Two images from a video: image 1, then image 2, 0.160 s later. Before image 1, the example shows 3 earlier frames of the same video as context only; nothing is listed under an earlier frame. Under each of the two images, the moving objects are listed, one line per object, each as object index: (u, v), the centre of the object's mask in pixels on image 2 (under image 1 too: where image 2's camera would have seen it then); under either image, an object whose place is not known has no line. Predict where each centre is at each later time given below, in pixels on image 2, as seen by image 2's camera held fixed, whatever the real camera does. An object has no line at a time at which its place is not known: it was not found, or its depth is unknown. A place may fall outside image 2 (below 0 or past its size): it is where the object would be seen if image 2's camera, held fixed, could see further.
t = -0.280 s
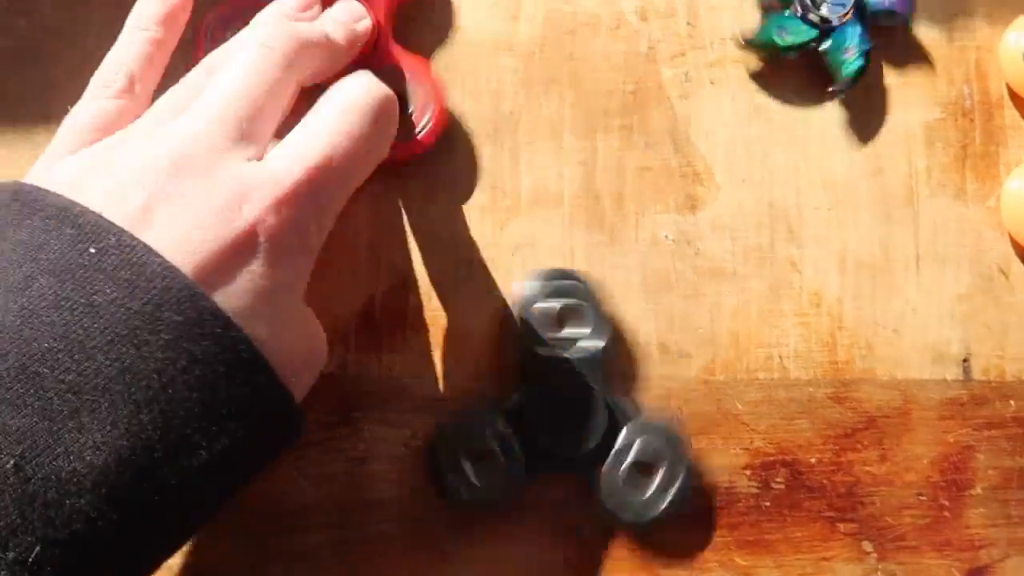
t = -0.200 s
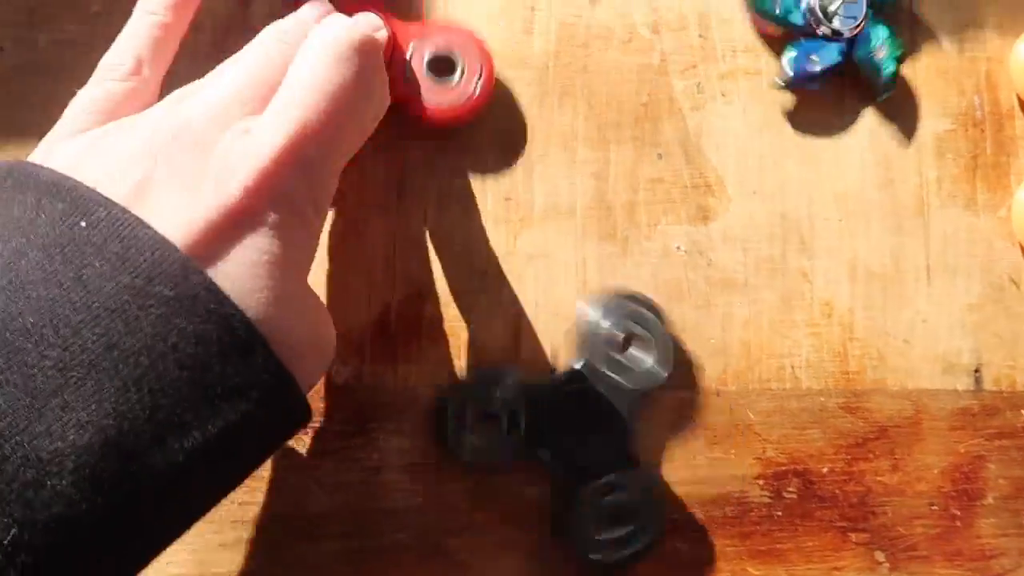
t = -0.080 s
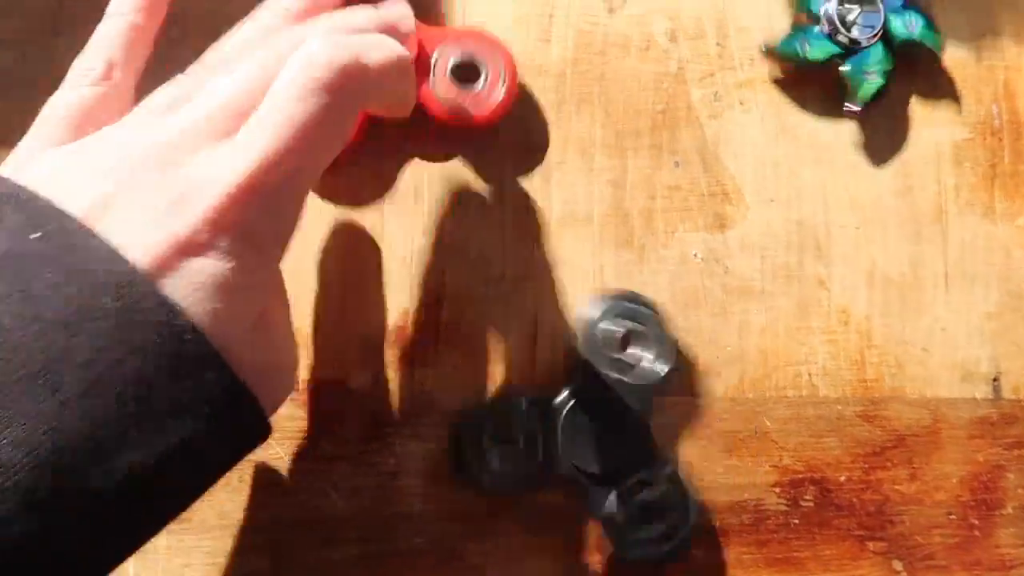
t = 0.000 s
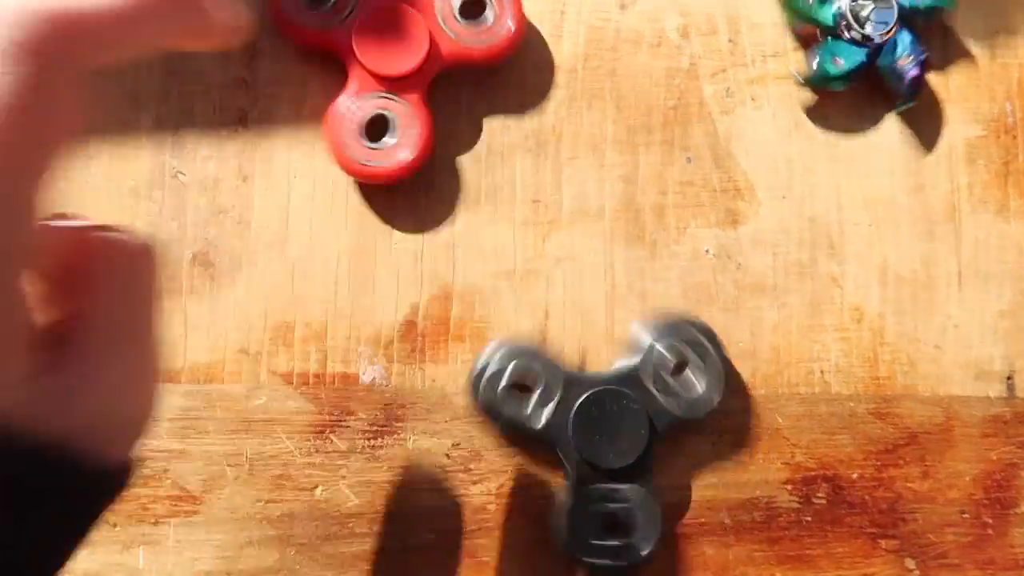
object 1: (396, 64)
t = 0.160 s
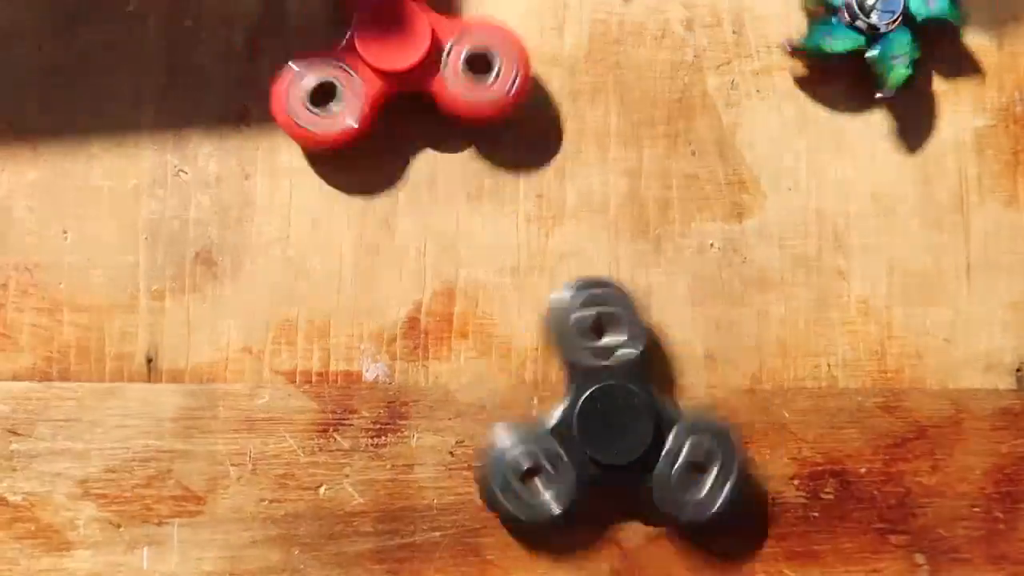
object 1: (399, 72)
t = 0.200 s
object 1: (385, 67)
